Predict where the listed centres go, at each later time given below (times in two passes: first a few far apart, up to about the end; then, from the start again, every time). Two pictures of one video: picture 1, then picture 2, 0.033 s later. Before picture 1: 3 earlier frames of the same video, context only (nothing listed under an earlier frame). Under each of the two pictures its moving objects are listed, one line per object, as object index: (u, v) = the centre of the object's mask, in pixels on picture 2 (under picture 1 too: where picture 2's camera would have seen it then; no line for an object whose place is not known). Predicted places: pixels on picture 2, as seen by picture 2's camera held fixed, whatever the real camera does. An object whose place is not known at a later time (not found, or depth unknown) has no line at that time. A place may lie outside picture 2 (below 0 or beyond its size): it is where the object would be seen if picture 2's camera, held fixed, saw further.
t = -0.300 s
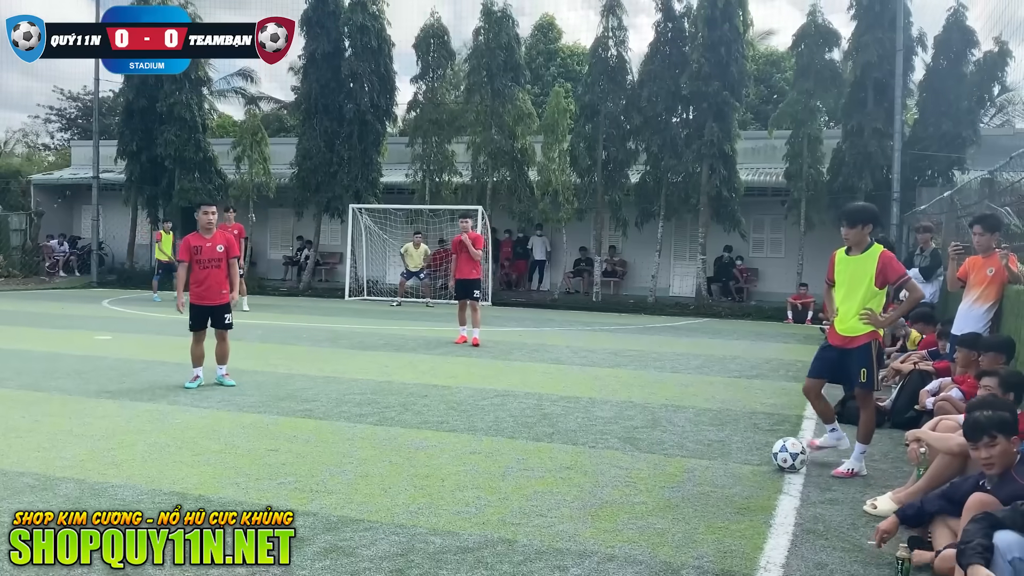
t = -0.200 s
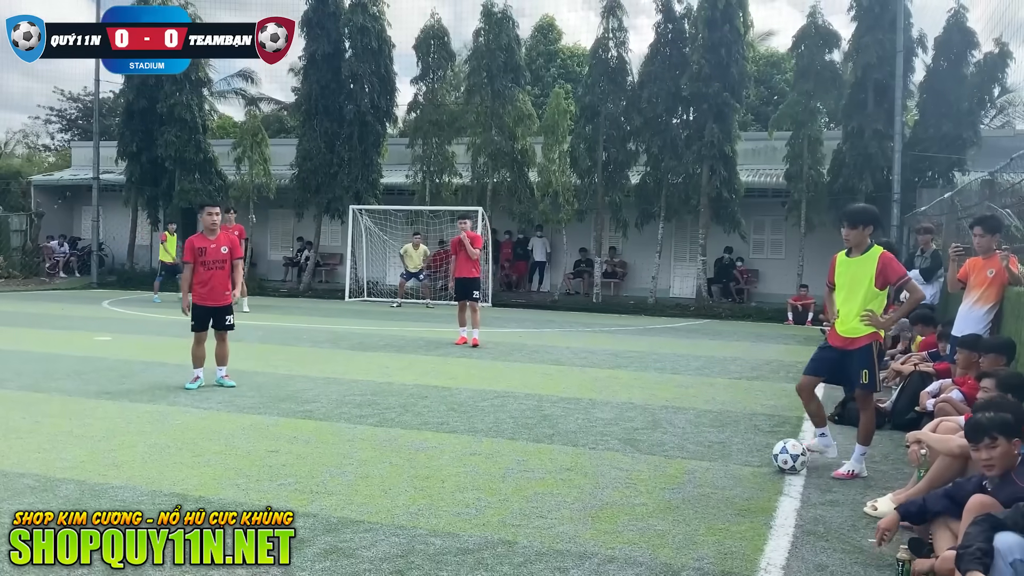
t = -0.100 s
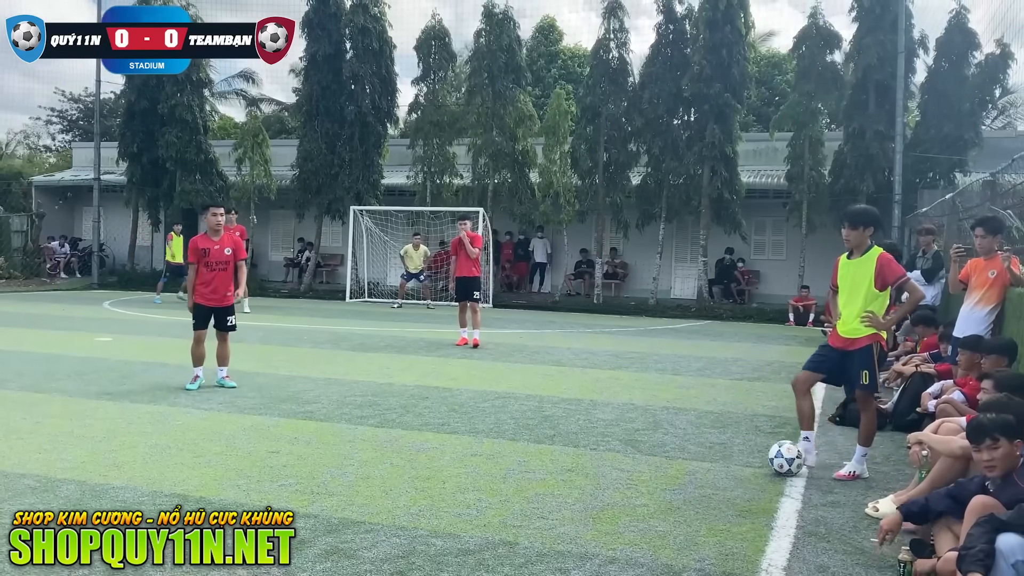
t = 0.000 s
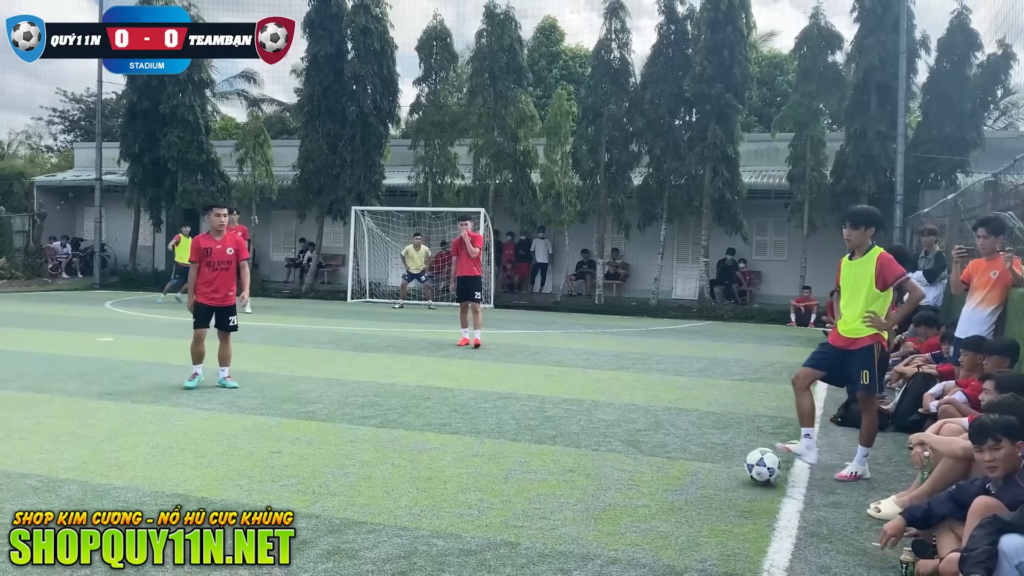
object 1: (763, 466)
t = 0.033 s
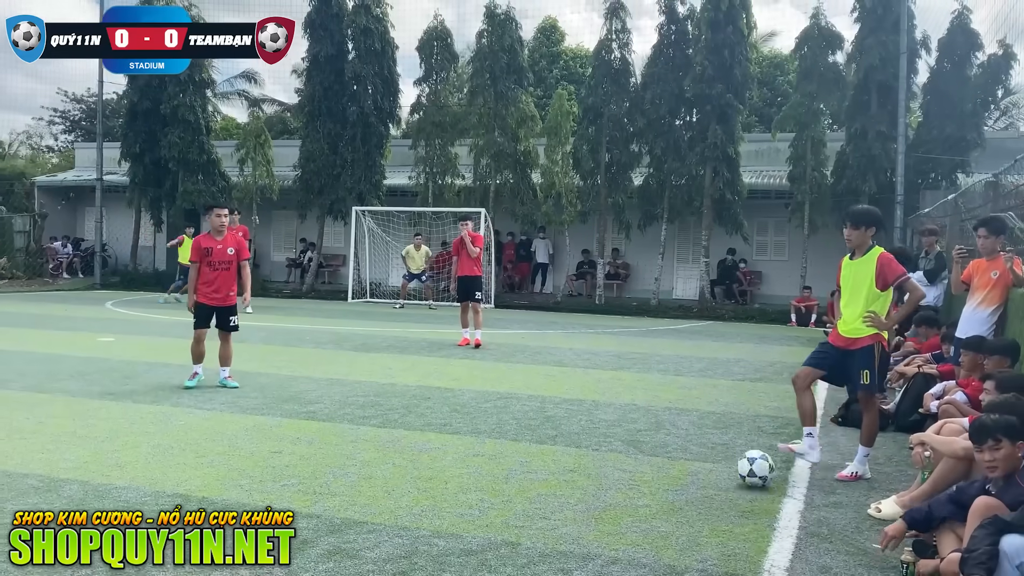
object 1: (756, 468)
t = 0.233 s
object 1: (713, 481)
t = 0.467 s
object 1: (660, 496)
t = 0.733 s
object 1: (593, 519)
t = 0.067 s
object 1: (748, 469)
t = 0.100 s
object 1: (742, 472)
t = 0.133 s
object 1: (734, 474)
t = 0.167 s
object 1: (728, 477)
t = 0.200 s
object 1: (721, 478)
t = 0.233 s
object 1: (713, 481)
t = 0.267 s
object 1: (706, 482)
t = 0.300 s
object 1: (699, 485)
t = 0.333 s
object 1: (691, 486)
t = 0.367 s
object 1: (684, 490)
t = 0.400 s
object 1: (676, 492)
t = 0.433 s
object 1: (668, 495)
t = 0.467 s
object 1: (660, 496)
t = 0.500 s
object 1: (653, 499)
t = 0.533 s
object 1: (644, 502)
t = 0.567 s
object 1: (636, 504)
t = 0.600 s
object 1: (628, 507)
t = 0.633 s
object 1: (620, 510)
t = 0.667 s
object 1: (611, 513)
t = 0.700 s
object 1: (602, 516)
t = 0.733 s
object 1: (593, 519)
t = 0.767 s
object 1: (584, 521)
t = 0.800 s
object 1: (575, 523)
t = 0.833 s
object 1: (566, 527)
